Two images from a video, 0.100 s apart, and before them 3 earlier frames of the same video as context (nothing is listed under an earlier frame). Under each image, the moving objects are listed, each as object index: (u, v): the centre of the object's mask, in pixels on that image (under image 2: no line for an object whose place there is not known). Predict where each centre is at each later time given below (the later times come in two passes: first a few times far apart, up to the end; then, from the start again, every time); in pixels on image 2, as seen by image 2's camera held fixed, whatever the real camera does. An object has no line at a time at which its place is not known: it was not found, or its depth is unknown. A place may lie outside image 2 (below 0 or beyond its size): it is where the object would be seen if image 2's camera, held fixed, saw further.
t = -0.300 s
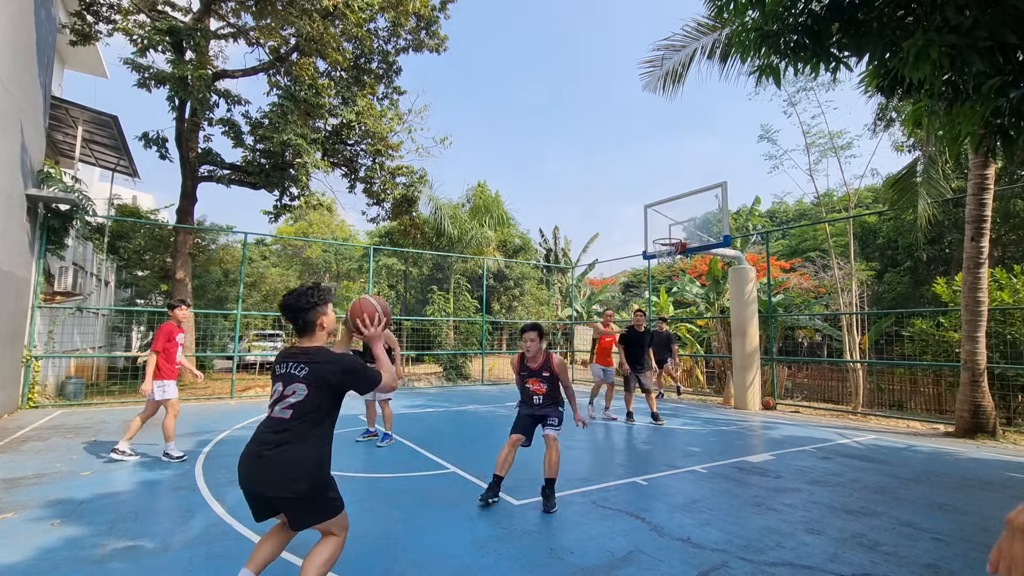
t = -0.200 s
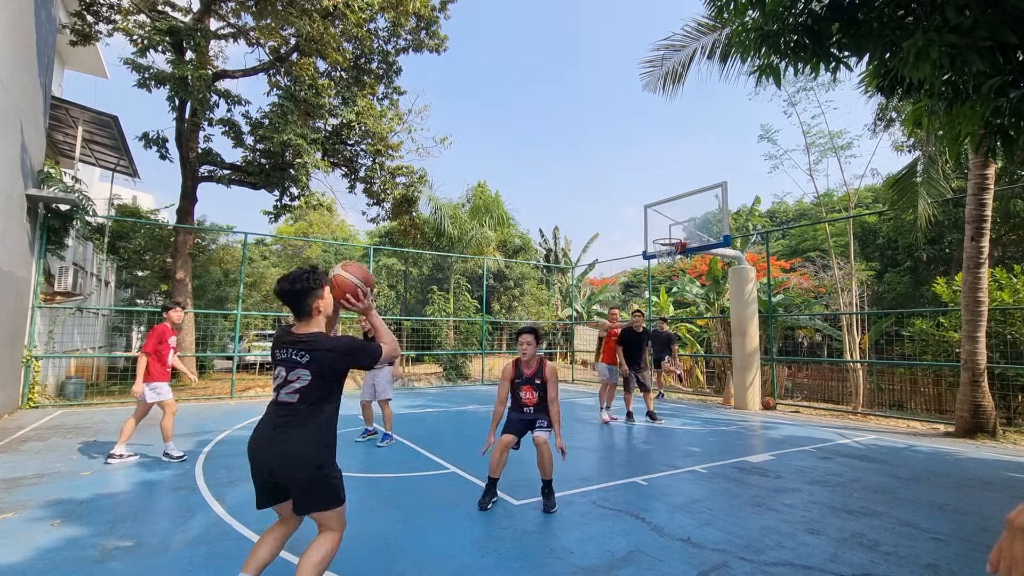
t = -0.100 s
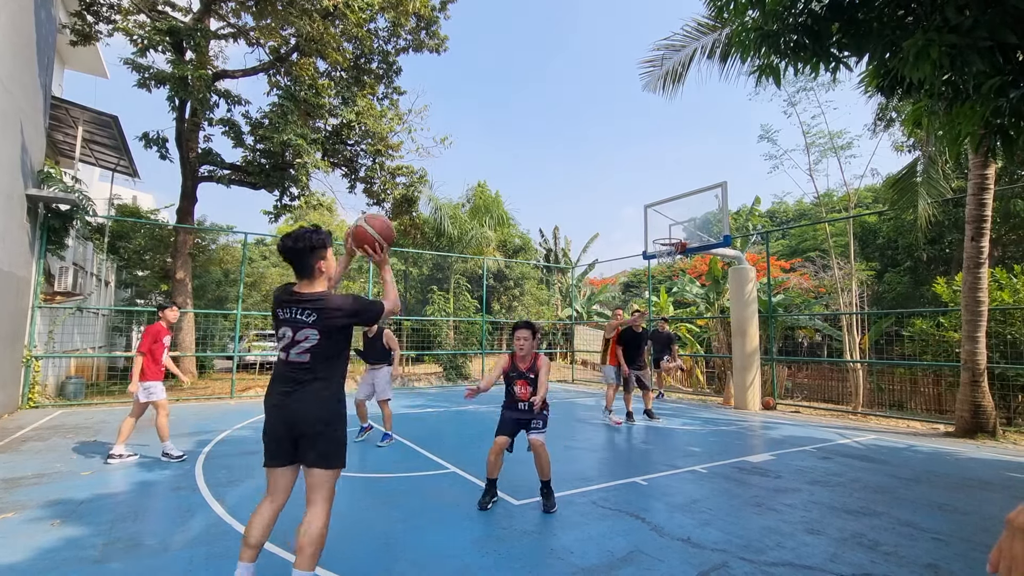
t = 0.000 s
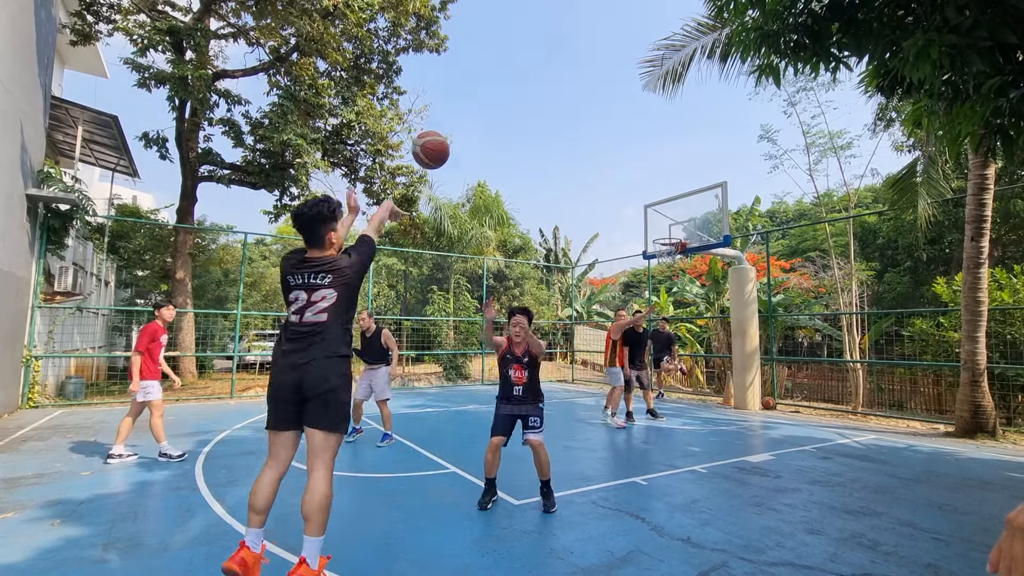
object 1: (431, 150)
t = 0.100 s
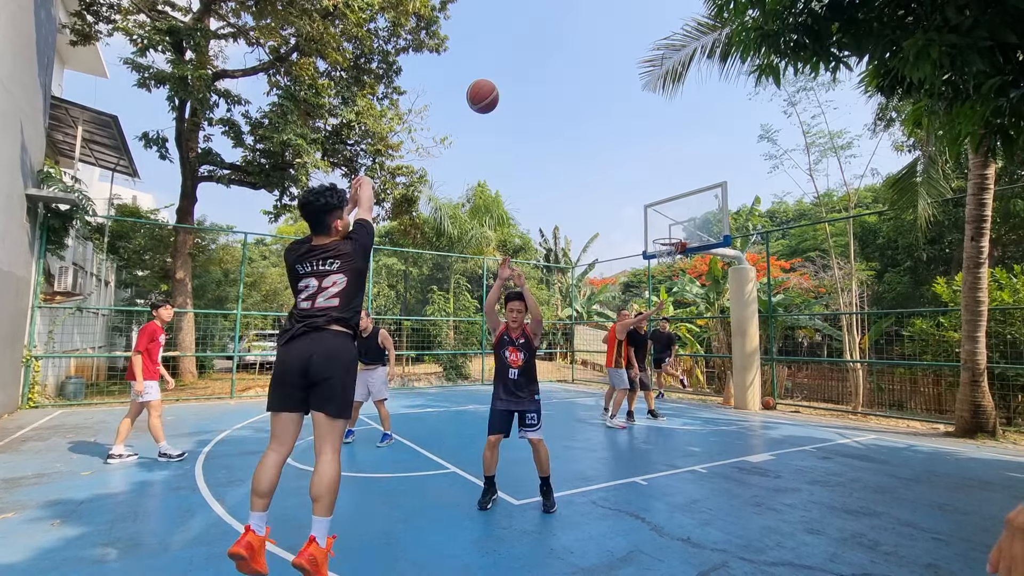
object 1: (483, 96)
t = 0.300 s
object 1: (554, 53)
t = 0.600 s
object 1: (618, 73)
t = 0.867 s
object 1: (656, 134)
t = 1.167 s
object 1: (686, 233)
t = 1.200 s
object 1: (688, 245)
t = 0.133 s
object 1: (497, 84)
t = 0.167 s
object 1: (510, 74)
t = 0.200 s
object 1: (522, 67)
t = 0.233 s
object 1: (534, 61)
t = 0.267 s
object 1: (544, 56)
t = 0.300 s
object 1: (554, 53)
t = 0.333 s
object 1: (563, 52)
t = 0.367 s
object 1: (571, 51)
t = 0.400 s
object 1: (579, 51)
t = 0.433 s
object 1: (587, 53)
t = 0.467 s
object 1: (594, 55)
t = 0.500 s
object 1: (601, 59)
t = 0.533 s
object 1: (607, 63)
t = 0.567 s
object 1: (613, 67)
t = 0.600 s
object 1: (618, 73)
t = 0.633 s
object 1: (624, 79)
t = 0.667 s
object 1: (629, 85)
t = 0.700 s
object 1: (634, 92)
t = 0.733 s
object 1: (639, 100)
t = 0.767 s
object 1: (643, 107)
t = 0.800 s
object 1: (648, 116)
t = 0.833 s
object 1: (652, 125)
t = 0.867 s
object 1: (656, 134)
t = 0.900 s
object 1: (660, 143)
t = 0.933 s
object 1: (664, 154)
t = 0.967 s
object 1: (667, 164)
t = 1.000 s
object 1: (671, 175)
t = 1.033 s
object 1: (674, 185)
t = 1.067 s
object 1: (677, 197)
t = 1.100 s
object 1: (681, 208)
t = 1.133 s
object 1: (683, 220)
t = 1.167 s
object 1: (686, 233)
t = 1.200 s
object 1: (688, 245)
